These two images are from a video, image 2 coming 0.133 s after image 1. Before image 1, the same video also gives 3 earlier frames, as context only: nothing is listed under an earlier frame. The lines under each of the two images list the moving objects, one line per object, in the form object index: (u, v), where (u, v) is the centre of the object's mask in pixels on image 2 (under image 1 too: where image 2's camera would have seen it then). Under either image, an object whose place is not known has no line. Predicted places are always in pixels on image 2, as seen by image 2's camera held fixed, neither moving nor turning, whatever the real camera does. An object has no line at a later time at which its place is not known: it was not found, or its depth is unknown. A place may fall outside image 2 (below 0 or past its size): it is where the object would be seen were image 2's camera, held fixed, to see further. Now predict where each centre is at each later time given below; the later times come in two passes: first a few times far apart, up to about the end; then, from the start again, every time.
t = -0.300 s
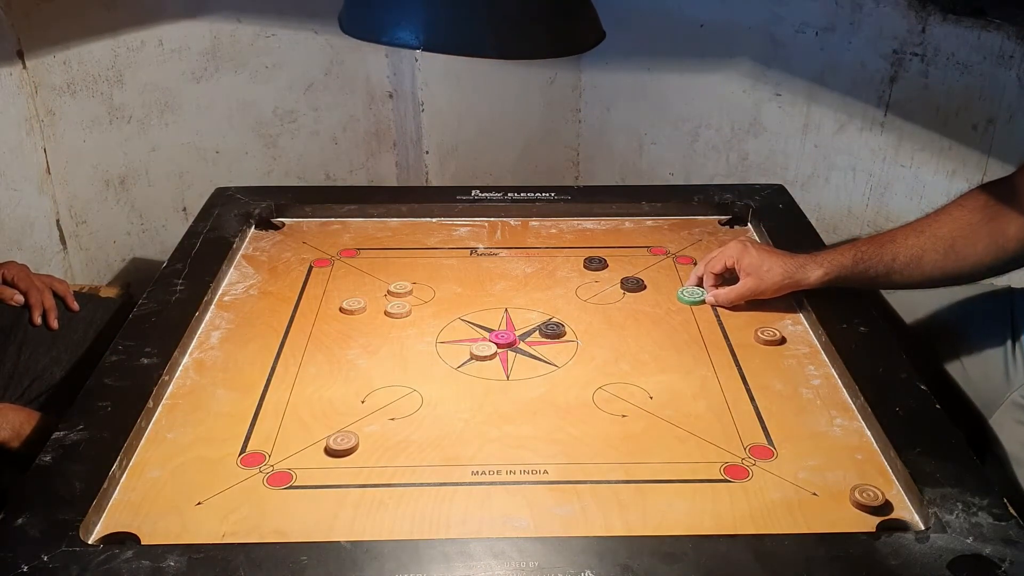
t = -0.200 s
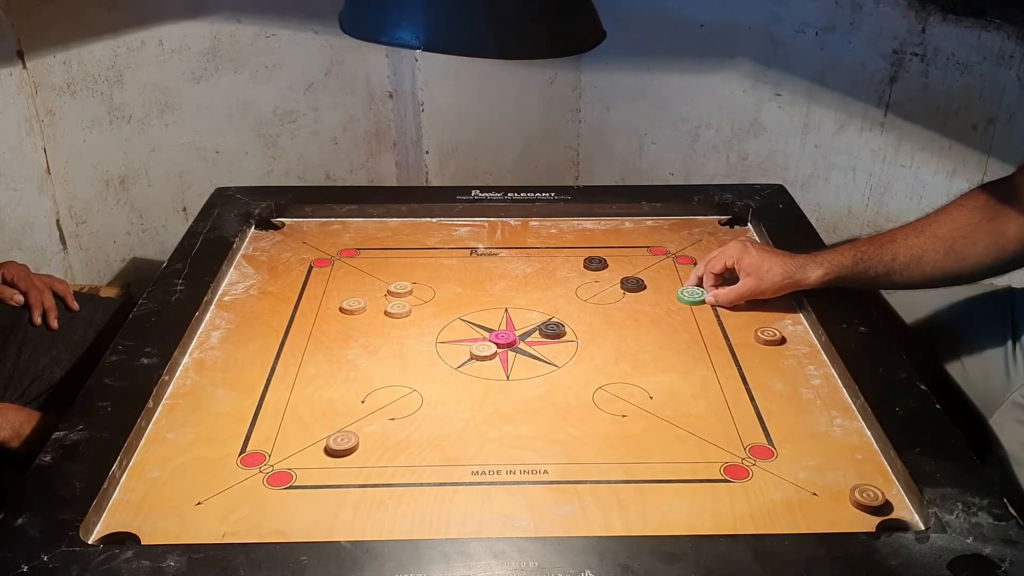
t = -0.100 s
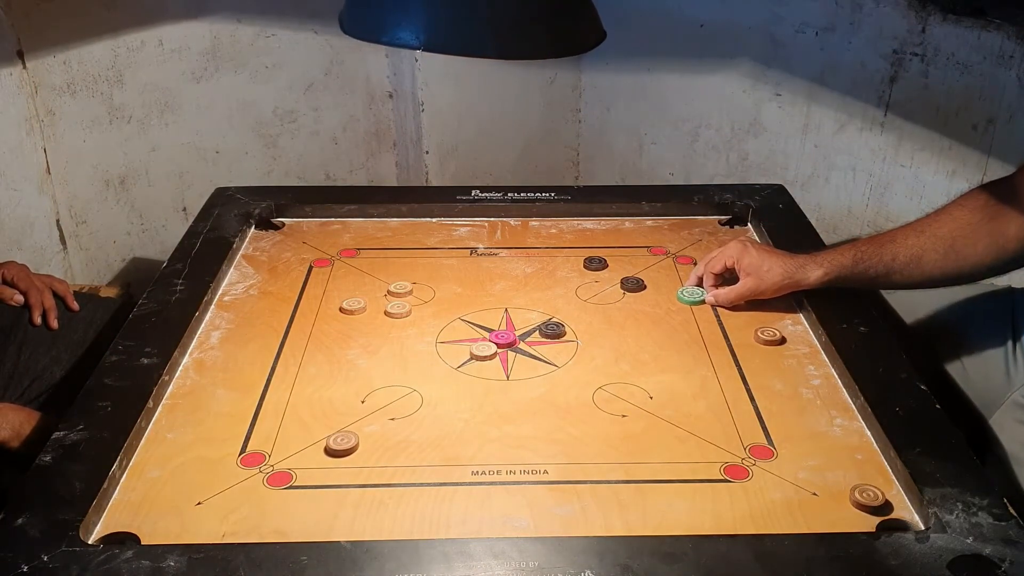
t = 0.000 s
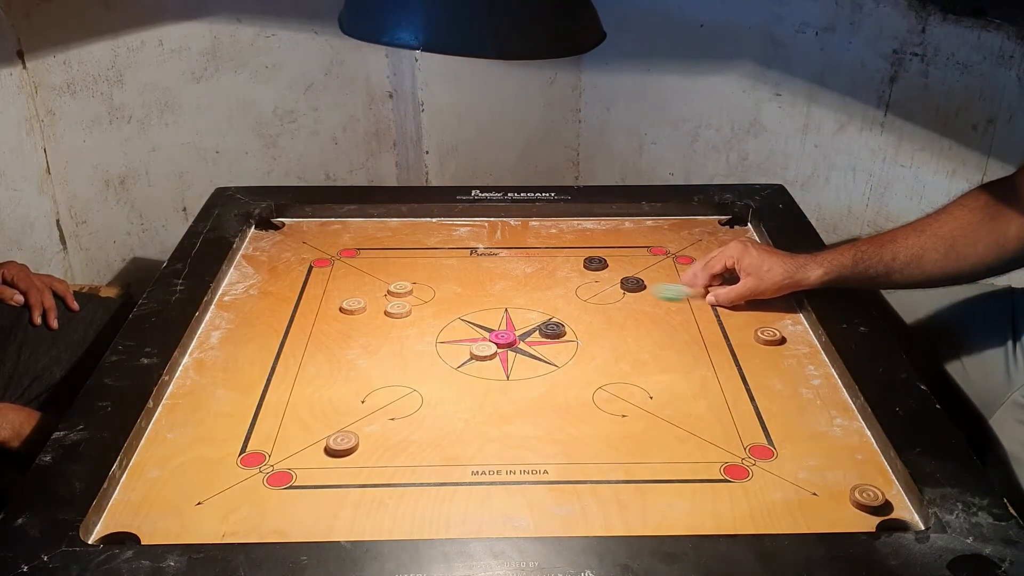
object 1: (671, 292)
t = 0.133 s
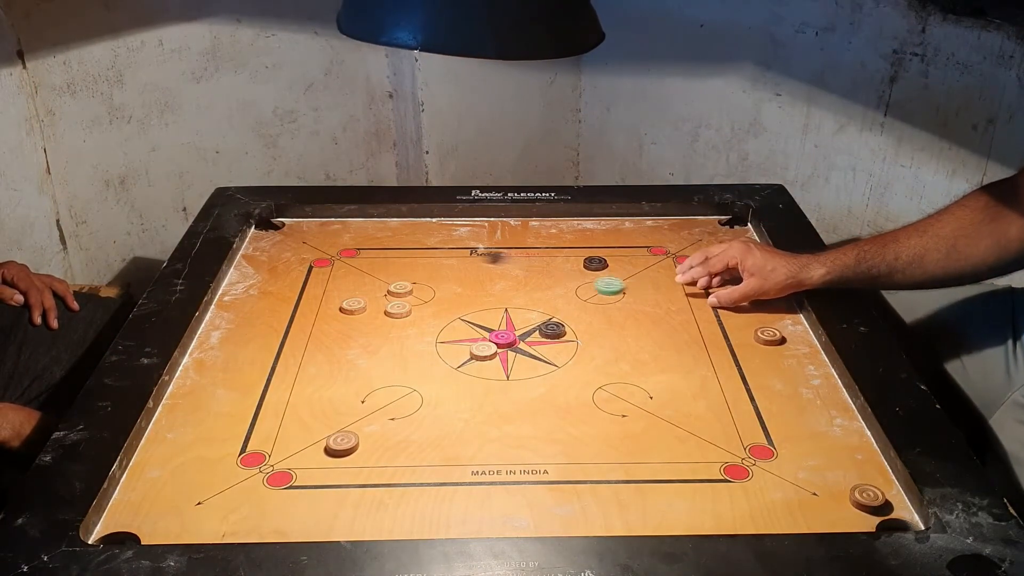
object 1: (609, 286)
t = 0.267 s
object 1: (572, 282)
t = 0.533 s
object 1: (545, 279)
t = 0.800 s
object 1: (545, 279)
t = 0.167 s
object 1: (598, 285)
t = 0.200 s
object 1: (588, 283)
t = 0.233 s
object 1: (579, 283)
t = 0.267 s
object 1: (572, 282)
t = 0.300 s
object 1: (565, 281)
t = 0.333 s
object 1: (560, 281)
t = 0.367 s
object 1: (555, 280)
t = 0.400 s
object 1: (551, 280)
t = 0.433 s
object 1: (548, 279)
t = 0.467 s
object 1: (546, 279)
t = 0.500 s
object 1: (545, 279)
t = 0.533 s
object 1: (545, 279)
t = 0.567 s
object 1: (545, 279)
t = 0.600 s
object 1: (545, 279)
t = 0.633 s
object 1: (545, 279)
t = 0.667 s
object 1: (545, 279)
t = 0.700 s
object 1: (545, 279)
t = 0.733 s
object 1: (545, 279)
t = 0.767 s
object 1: (545, 279)
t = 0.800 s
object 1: (545, 279)
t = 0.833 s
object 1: (545, 279)
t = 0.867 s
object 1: (545, 279)
